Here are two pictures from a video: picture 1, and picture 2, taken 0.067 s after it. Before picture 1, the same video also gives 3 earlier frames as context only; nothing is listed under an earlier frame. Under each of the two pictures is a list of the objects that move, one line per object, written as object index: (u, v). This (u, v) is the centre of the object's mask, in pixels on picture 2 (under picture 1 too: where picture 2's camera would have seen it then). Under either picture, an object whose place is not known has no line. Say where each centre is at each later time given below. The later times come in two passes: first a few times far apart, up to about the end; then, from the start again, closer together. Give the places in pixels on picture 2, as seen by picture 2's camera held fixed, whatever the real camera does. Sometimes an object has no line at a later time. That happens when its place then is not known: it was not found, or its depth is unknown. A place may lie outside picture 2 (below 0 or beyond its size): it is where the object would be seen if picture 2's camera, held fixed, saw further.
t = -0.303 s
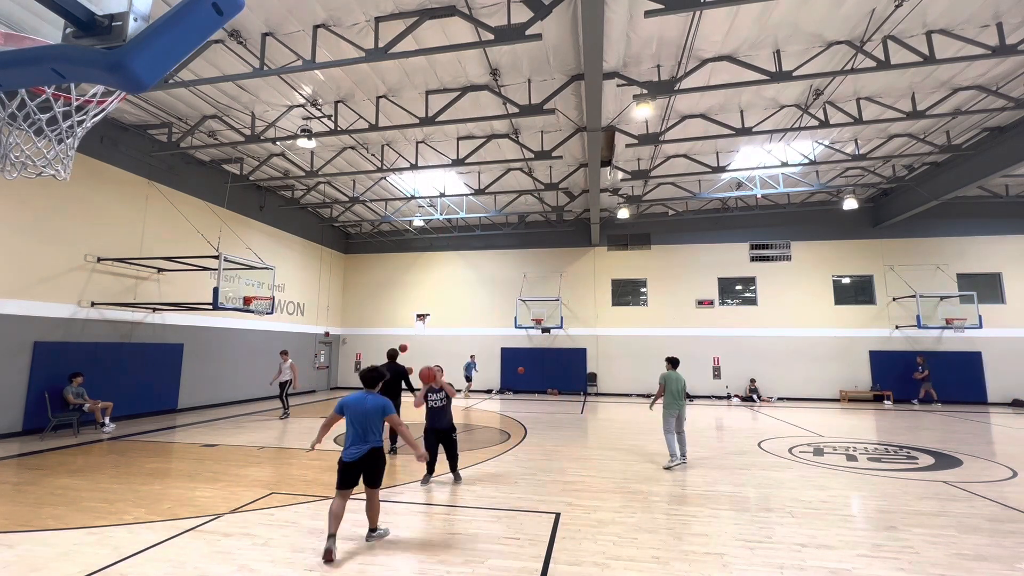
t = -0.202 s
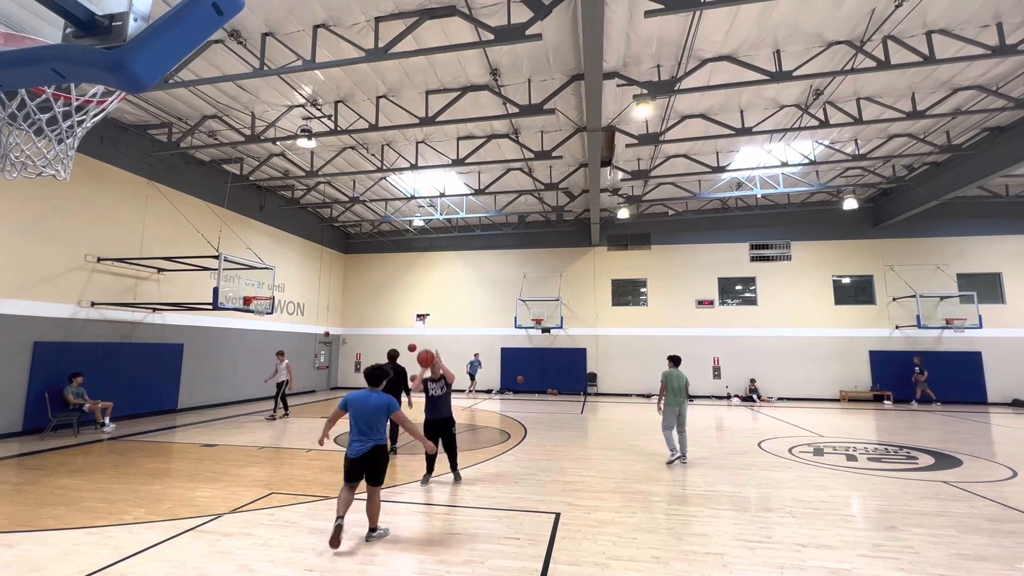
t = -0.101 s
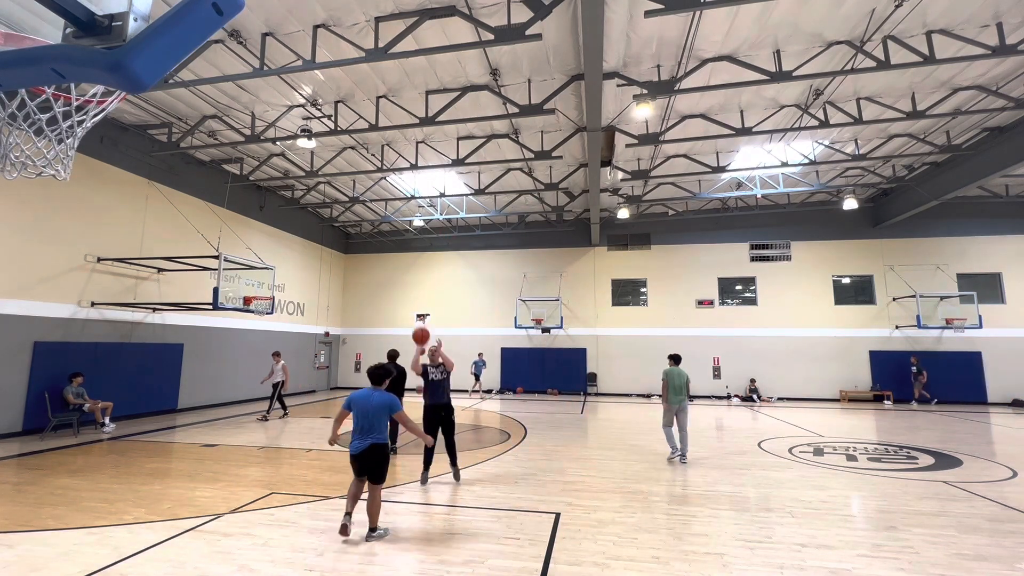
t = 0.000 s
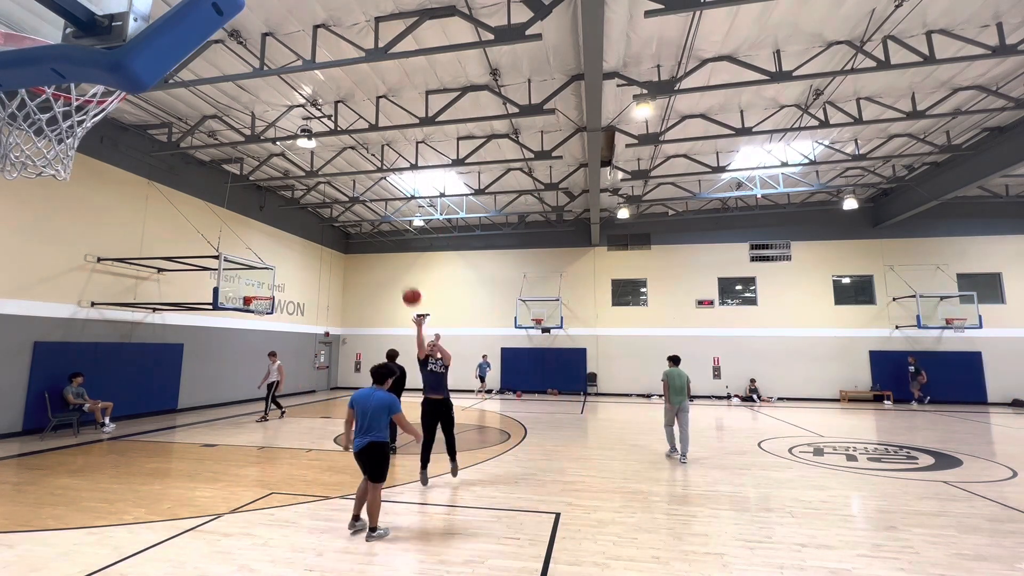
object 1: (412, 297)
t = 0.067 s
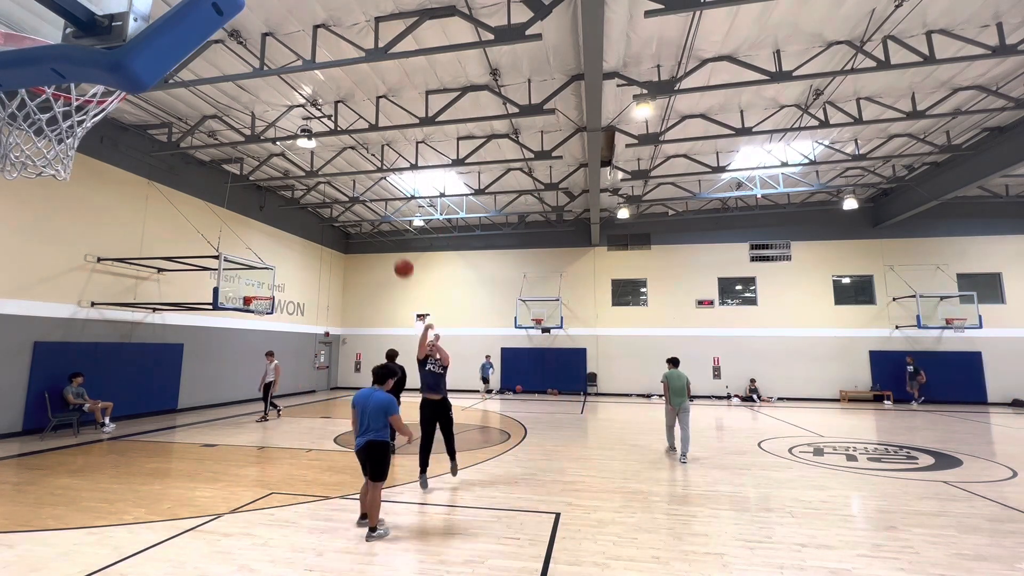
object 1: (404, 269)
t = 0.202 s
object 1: (386, 215)
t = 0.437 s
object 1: (340, 136)
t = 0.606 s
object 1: (292, 94)
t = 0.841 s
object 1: (183, 78)
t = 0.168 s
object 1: (390, 228)
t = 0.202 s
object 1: (386, 215)
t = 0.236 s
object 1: (380, 203)
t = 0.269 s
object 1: (374, 191)
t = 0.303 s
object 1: (369, 179)
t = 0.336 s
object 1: (362, 168)
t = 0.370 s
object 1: (355, 157)
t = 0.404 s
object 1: (347, 146)
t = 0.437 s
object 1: (340, 136)
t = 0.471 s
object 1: (332, 127)
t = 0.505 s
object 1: (323, 118)
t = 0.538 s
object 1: (314, 109)
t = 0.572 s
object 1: (303, 101)
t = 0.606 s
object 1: (292, 94)
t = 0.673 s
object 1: (266, 82)
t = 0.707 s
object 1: (251, 77)
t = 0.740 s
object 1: (235, 73)
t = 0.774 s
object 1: (216, 70)
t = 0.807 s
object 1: (199, 72)
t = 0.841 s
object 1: (183, 78)
